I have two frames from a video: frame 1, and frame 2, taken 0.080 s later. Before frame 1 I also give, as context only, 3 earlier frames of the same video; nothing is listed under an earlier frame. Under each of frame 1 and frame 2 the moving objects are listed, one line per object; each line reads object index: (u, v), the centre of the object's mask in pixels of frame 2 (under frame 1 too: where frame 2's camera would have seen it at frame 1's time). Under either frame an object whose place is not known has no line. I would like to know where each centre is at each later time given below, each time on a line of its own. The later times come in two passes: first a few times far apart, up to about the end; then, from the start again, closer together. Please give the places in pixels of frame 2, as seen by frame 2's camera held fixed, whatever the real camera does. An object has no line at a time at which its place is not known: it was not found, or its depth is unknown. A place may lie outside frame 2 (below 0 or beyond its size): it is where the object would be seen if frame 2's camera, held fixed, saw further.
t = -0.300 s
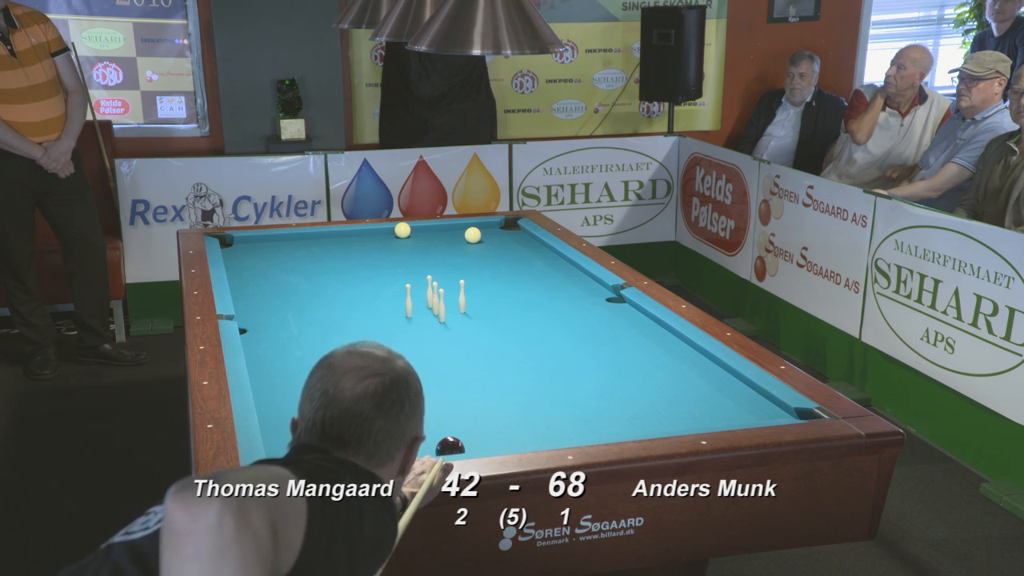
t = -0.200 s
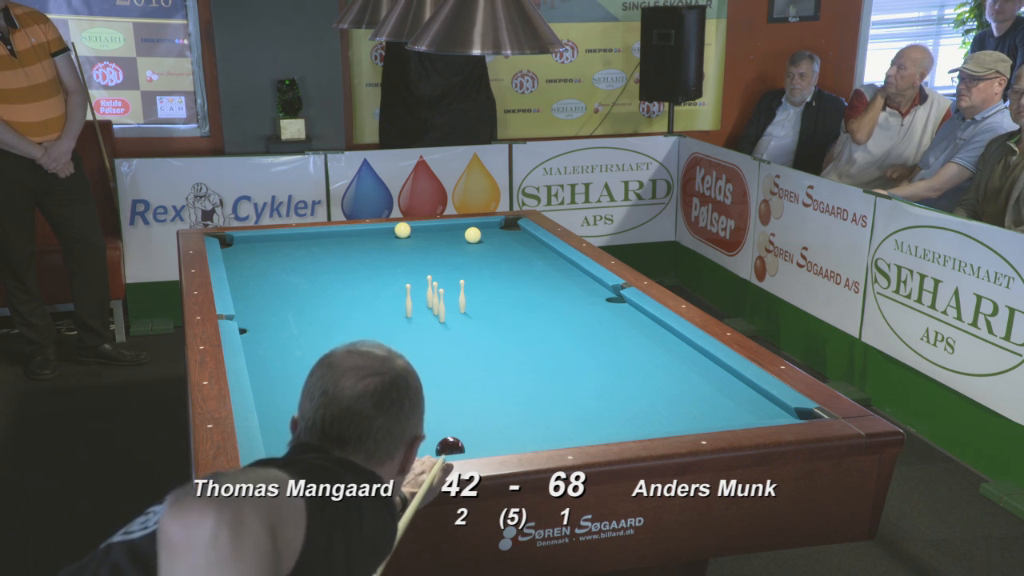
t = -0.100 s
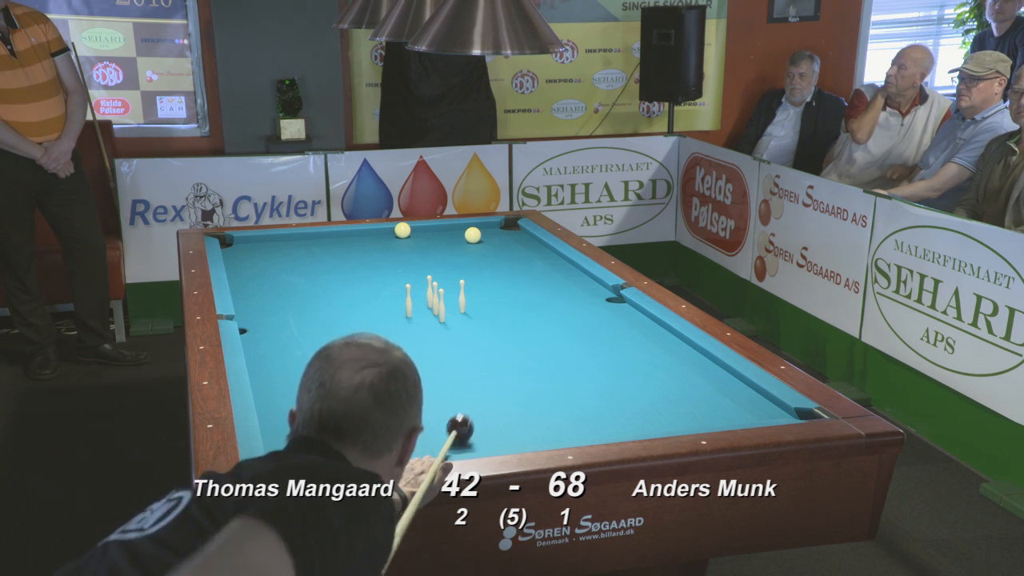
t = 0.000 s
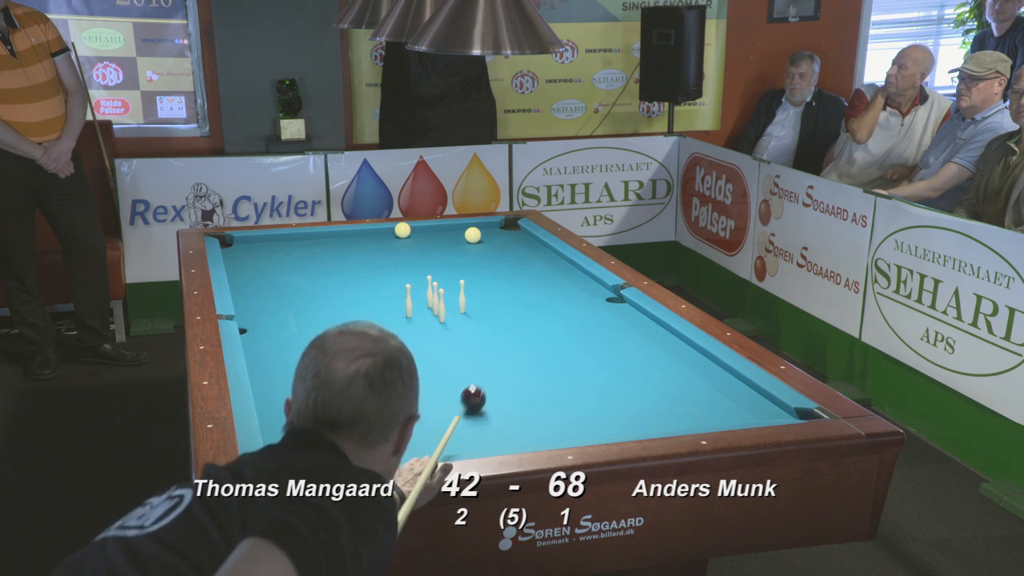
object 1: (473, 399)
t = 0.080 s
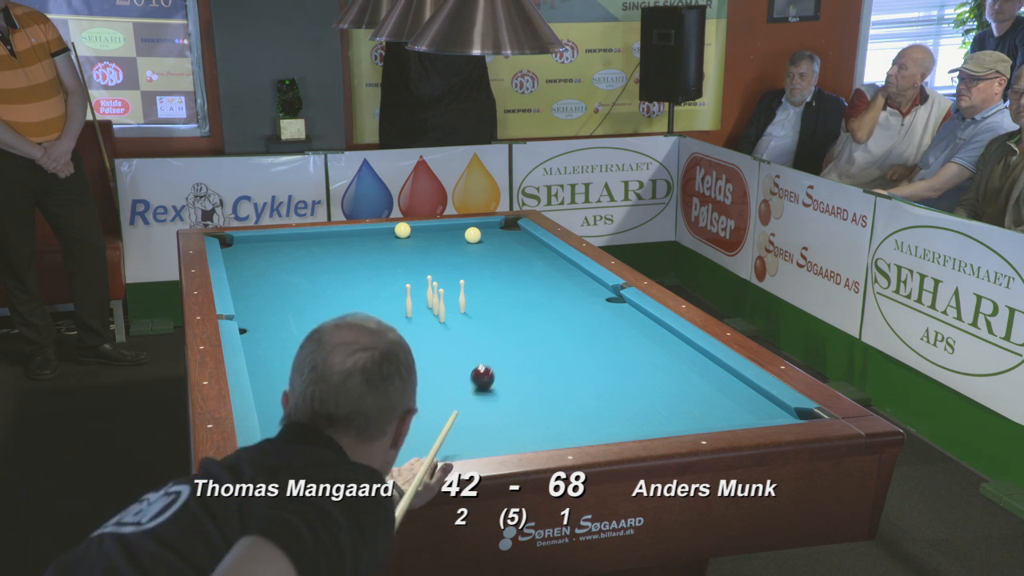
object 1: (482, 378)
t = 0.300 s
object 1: (503, 329)
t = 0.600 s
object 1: (525, 280)
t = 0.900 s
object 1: (537, 244)
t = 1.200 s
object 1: (477, 224)
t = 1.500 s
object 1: (466, 231)
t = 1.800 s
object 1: (456, 234)
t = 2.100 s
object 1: (448, 235)
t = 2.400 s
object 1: (440, 236)
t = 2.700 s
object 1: (433, 236)
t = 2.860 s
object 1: (430, 237)
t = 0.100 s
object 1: (484, 373)
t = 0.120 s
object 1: (487, 368)
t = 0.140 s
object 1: (489, 363)
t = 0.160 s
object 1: (491, 358)
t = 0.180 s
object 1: (492, 354)
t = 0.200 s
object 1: (494, 350)
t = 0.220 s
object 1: (496, 345)
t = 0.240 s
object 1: (498, 341)
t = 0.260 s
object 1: (500, 337)
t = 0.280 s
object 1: (502, 333)
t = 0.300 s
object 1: (503, 329)
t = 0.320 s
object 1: (505, 325)
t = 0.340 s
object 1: (507, 322)
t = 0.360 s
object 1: (508, 318)
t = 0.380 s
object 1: (510, 315)
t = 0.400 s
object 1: (511, 311)
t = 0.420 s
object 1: (513, 308)
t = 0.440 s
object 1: (514, 304)
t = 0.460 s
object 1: (516, 301)
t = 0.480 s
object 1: (517, 298)
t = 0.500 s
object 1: (519, 295)
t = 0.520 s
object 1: (520, 292)
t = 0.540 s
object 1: (521, 288)
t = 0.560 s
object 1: (523, 286)
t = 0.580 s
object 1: (524, 283)
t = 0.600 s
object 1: (525, 280)
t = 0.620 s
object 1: (526, 277)
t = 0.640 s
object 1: (527, 274)
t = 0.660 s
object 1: (529, 272)
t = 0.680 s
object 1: (530, 269)
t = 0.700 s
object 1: (531, 266)
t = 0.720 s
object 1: (532, 264)
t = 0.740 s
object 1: (533, 261)
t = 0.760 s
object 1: (534, 259)
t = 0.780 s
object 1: (535, 257)
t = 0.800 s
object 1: (536, 254)
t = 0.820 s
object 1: (537, 252)
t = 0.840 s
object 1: (538, 250)
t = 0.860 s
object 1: (539, 248)
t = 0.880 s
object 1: (540, 245)
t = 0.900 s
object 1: (537, 244)
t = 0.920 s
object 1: (532, 242)
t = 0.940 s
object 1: (527, 241)
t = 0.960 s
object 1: (522, 240)
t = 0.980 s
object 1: (517, 238)
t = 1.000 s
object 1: (513, 237)
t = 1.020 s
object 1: (508, 236)
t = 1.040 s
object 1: (504, 234)
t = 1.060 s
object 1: (501, 233)
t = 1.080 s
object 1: (498, 231)
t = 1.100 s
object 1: (494, 230)
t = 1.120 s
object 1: (490, 229)
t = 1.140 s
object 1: (487, 228)
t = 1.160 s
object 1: (483, 226)
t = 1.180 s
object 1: (480, 224)
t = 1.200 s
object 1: (477, 224)
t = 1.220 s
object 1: (476, 224)
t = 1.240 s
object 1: (476, 224)
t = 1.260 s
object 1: (475, 225)
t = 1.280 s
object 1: (474, 225)
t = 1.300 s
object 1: (474, 226)
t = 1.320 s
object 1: (472, 226)
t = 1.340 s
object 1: (471, 227)
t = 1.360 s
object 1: (470, 228)
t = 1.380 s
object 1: (470, 228)
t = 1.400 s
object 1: (469, 229)
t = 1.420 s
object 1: (469, 229)
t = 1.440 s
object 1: (468, 230)
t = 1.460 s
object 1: (467, 230)
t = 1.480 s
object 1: (467, 231)
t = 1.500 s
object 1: (466, 231)
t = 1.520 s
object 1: (465, 231)
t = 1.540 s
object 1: (465, 232)
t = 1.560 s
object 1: (464, 232)
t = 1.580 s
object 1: (463, 233)
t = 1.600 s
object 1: (463, 233)
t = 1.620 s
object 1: (462, 233)
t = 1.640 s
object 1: (462, 233)
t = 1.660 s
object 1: (461, 234)
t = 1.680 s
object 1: (460, 234)
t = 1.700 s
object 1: (459, 234)
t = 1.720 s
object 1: (459, 234)
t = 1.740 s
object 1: (458, 234)
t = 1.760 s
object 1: (458, 234)
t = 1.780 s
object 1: (457, 234)
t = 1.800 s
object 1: (456, 234)
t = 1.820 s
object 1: (456, 234)
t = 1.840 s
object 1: (455, 234)
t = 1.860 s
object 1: (455, 234)
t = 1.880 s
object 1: (454, 234)
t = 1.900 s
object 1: (453, 234)
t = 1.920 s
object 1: (453, 234)
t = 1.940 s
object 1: (452, 234)
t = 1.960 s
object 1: (451, 234)
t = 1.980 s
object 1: (451, 234)
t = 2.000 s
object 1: (450, 235)
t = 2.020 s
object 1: (450, 235)
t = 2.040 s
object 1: (449, 235)
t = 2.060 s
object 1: (449, 235)
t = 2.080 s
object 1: (448, 235)
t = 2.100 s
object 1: (448, 235)
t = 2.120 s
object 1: (447, 235)
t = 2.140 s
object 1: (446, 235)
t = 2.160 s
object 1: (446, 235)
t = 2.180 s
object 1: (445, 235)
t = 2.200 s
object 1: (445, 235)
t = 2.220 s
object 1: (444, 235)
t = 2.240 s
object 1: (444, 235)
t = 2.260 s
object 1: (443, 235)
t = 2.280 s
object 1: (443, 235)
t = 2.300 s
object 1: (442, 235)
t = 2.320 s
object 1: (442, 235)
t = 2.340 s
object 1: (441, 236)
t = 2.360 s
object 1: (441, 236)
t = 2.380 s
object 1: (440, 236)
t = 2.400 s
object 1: (440, 236)
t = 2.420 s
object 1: (439, 236)
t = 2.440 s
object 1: (439, 236)
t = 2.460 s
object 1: (438, 236)
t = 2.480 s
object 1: (438, 236)
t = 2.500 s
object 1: (437, 236)
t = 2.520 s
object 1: (434, 236)
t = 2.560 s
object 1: (440, 237)
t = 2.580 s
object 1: (436, 236)
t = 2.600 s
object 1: (435, 236)
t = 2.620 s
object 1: (435, 236)
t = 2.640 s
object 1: (434, 236)
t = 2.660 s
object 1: (434, 236)
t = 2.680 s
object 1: (433, 236)
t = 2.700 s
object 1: (433, 236)
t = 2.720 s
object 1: (432, 236)
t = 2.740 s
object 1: (432, 236)
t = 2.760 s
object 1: (432, 236)
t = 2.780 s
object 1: (431, 237)
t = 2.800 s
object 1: (431, 237)
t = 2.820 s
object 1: (430, 237)
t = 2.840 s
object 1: (430, 237)
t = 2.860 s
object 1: (430, 237)
